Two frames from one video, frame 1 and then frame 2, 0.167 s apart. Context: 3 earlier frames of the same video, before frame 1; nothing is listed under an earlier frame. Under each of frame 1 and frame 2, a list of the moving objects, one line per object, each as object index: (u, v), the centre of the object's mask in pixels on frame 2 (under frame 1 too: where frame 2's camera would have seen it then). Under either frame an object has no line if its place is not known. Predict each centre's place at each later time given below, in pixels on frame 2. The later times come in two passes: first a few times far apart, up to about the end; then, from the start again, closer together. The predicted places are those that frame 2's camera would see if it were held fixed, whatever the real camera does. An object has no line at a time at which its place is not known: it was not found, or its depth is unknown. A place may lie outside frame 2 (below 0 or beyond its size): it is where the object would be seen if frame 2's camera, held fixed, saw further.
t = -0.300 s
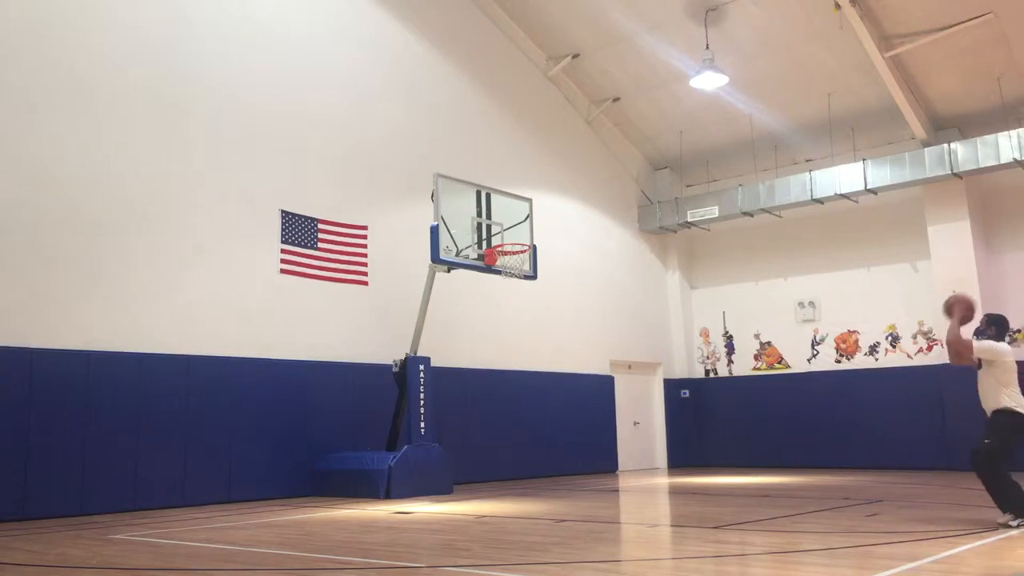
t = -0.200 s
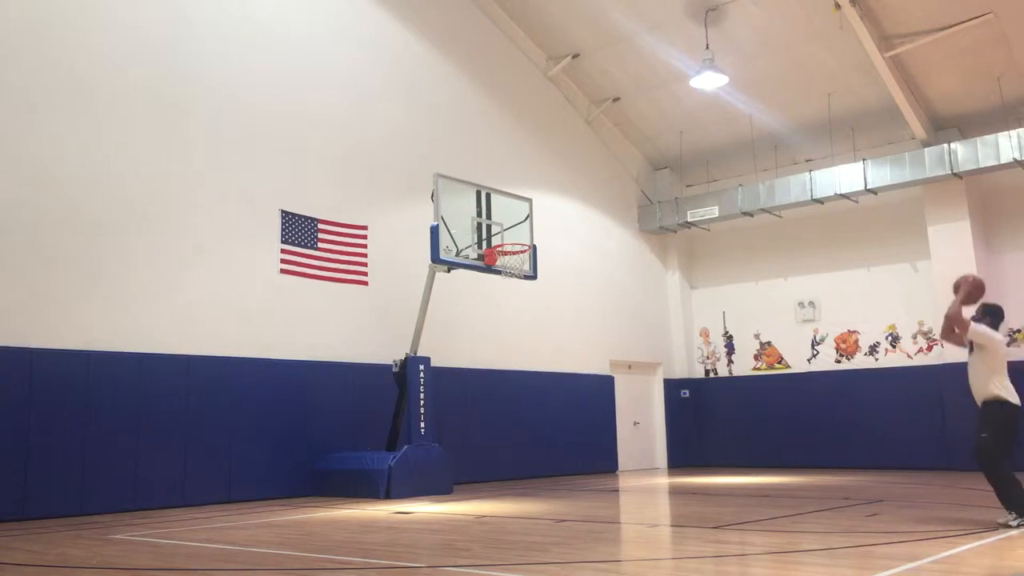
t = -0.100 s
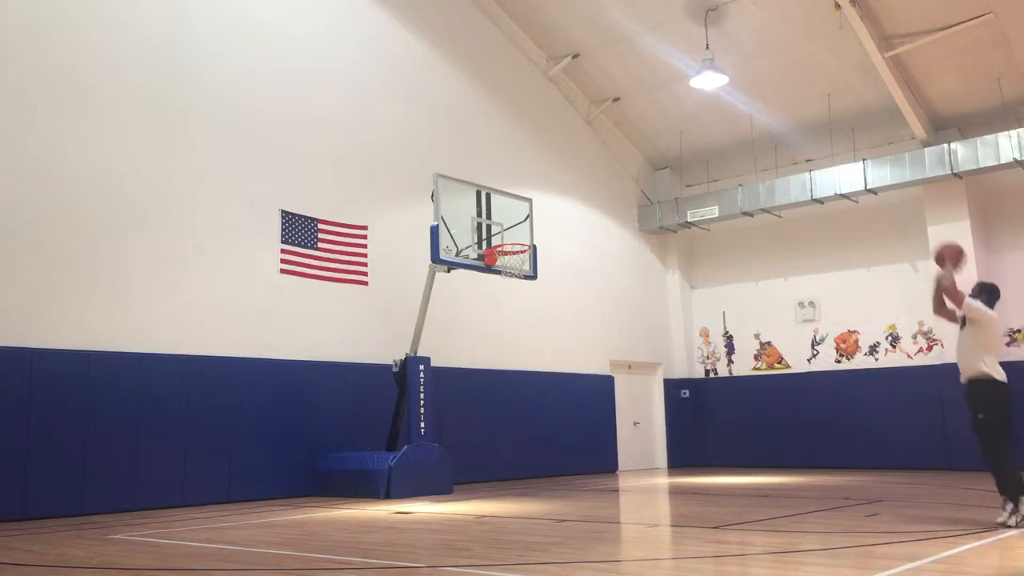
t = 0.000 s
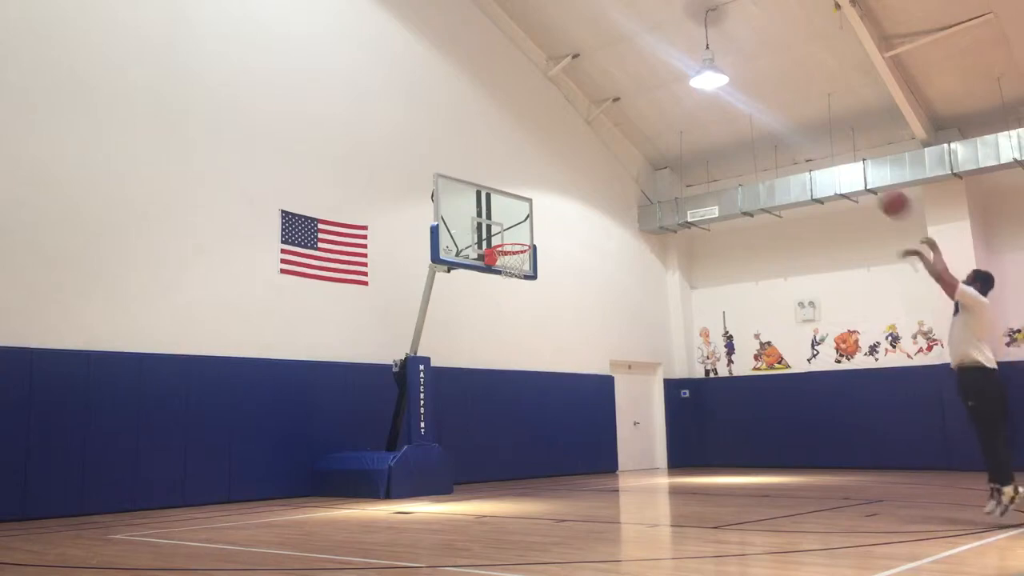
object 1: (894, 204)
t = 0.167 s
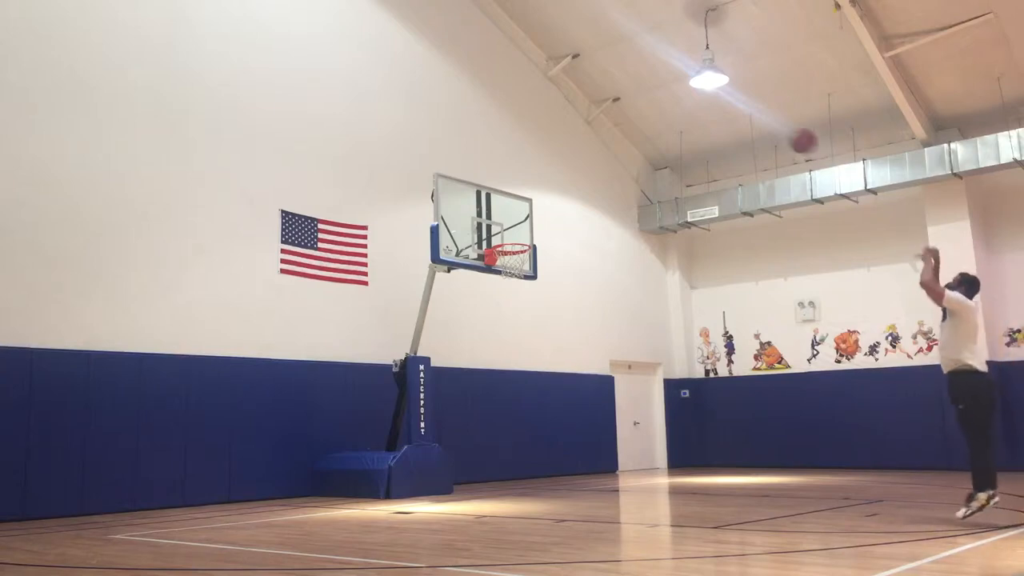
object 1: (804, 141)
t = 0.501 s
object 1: (660, 112)
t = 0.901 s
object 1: (533, 197)
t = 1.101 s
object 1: (502, 239)
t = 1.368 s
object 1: (539, 228)
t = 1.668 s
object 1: (590, 271)
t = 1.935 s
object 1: (638, 367)
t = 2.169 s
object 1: (679, 477)
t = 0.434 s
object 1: (685, 110)
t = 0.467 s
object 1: (673, 110)
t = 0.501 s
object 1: (660, 112)
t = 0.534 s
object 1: (649, 115)
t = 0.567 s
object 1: (636, 119)
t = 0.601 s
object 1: (625, 123)
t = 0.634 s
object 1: (614, 128)
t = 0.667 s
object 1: (603, 134)
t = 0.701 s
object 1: (592, 141)
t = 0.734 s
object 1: (582, 149)
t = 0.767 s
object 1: (572, 158)
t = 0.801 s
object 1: (562, 166)
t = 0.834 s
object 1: (553, 176)
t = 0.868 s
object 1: (543, 186)
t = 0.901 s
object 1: (533, 197)
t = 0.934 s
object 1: (524, 209)
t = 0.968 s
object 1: (515, 221)
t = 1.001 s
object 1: (506, 235)
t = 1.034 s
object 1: (504, 237)
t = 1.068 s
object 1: (503, 238)
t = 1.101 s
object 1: (502, 239)
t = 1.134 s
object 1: (502, 238)
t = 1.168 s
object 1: (505, 236)
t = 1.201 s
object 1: (510, 233)
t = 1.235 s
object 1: (516, 230)
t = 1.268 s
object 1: (522, 228)
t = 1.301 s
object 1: (528, 227)
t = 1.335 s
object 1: (533, 227)
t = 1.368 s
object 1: (539, 228)
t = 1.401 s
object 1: (544, 229)
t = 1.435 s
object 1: (550, 232)
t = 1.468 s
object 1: (556, 235)
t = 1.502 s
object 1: (562, 239)
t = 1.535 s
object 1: (567, 244)
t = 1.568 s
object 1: (573, 249)
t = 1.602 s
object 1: (579, 256)
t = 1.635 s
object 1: (585, 263)
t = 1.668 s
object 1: (590, 271)
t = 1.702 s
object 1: (596, 280)
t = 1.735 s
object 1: (602, 291)
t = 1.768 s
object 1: (608, 301)
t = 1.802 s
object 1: (614, 312)
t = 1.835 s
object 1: (620, 325)
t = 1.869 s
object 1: (626, 338)
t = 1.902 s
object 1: (631, 352)
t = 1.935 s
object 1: (638, 367)
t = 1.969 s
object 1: (644, 383)
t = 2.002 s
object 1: (650, 400)
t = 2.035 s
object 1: (656, 418)
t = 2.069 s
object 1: (663, 436)
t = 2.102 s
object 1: (670, 456)
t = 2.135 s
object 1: (676, 477)
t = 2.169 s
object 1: (679, 477)
